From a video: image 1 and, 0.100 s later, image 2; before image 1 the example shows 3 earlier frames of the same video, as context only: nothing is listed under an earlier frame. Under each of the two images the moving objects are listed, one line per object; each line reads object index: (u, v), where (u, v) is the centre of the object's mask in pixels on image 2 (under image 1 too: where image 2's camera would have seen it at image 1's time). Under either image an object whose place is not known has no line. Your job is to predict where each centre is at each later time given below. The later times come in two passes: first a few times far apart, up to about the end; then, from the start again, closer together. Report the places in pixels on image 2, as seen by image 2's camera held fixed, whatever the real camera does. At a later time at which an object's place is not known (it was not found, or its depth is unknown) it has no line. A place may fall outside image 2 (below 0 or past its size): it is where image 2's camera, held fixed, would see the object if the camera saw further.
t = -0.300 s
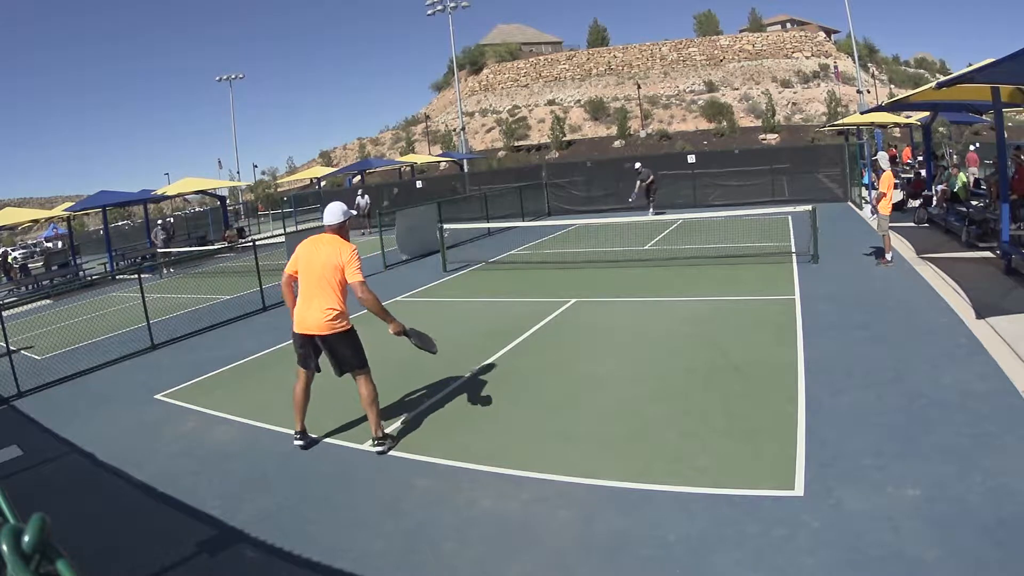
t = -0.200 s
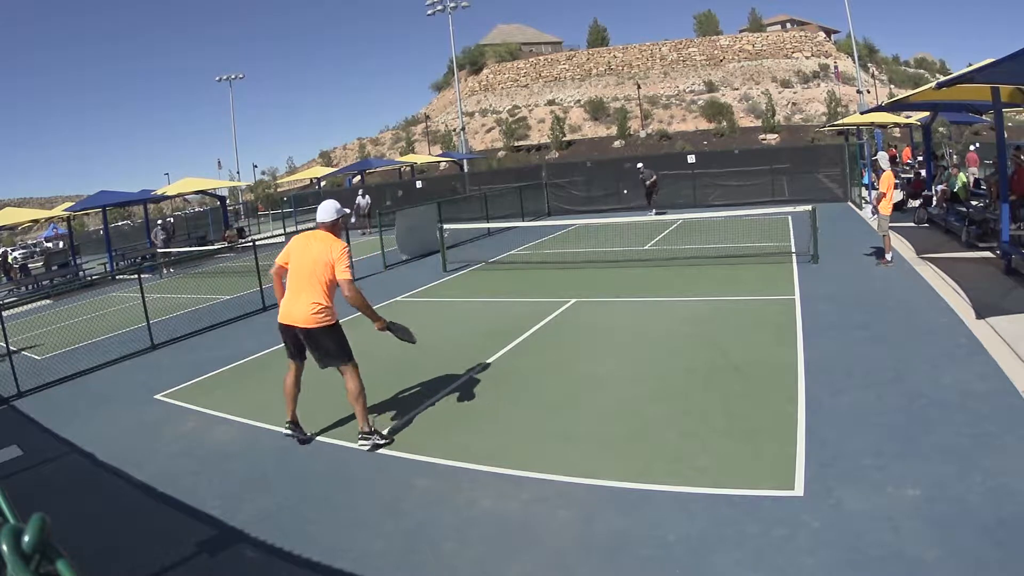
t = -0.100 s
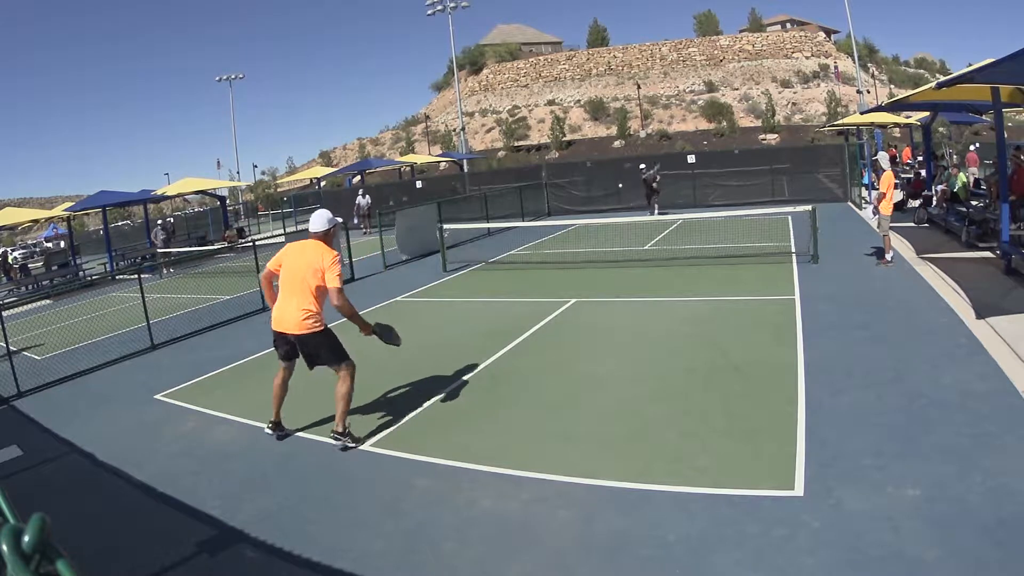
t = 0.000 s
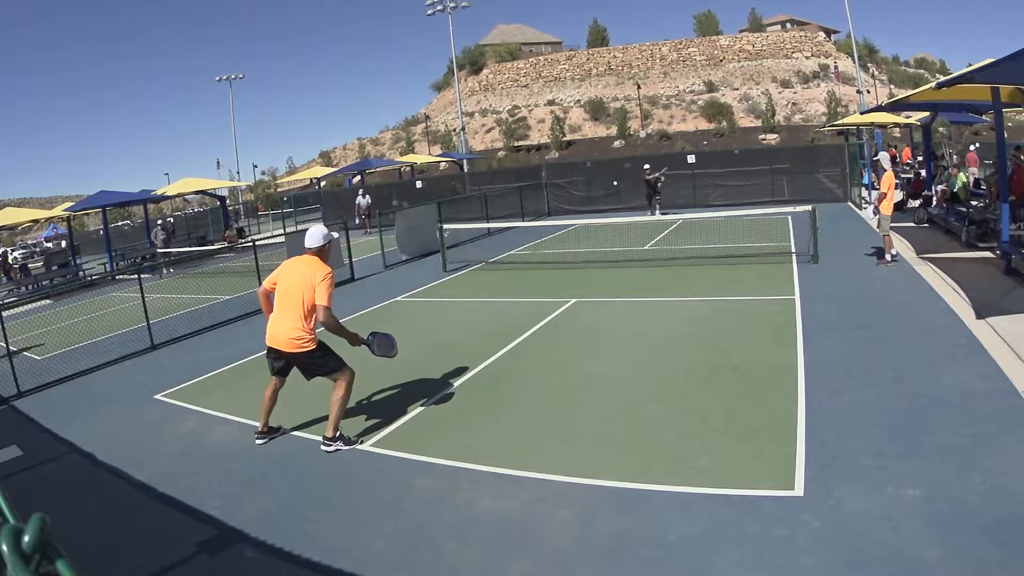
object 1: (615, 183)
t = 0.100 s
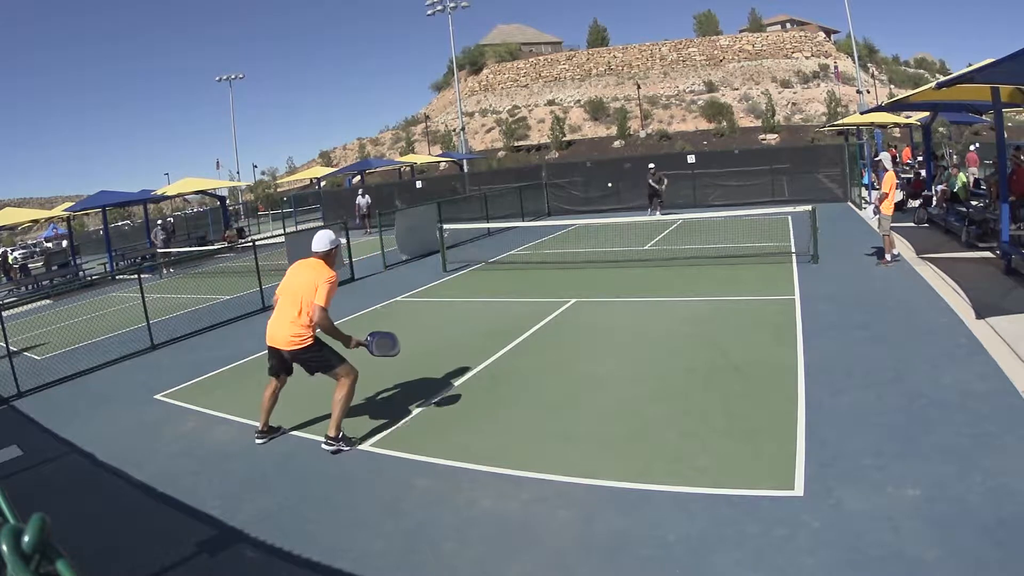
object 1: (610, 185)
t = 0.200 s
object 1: (603, 192)
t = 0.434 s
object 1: (585, 238)
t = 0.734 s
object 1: (554, 313)
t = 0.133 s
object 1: (607, 186)
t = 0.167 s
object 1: (605, 189)
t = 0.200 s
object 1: (603, 192)
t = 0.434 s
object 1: (585, 238)
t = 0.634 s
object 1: (565, 324)
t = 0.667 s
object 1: (564, 323)
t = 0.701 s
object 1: (558, 316)
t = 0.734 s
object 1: (554, 313)
